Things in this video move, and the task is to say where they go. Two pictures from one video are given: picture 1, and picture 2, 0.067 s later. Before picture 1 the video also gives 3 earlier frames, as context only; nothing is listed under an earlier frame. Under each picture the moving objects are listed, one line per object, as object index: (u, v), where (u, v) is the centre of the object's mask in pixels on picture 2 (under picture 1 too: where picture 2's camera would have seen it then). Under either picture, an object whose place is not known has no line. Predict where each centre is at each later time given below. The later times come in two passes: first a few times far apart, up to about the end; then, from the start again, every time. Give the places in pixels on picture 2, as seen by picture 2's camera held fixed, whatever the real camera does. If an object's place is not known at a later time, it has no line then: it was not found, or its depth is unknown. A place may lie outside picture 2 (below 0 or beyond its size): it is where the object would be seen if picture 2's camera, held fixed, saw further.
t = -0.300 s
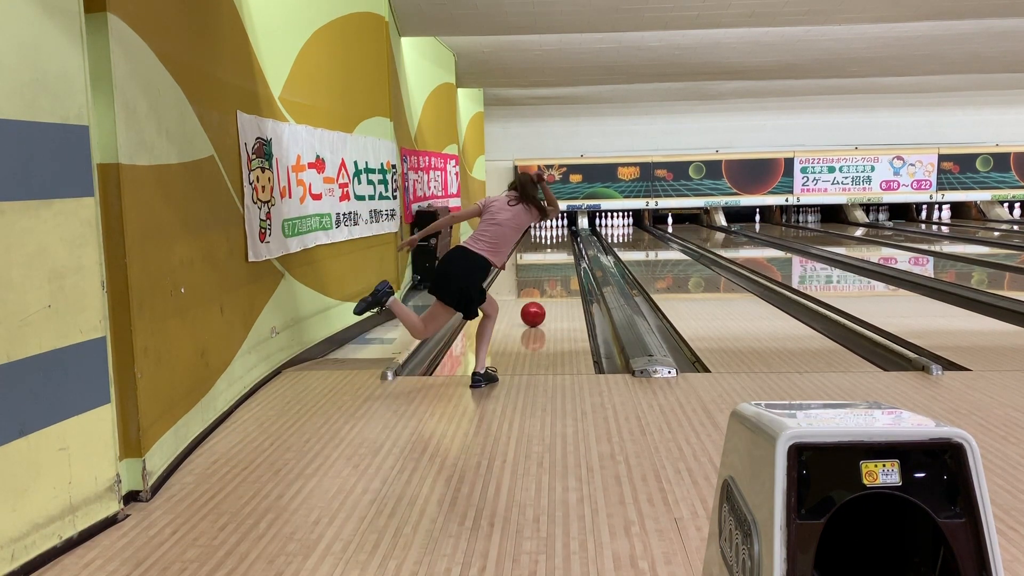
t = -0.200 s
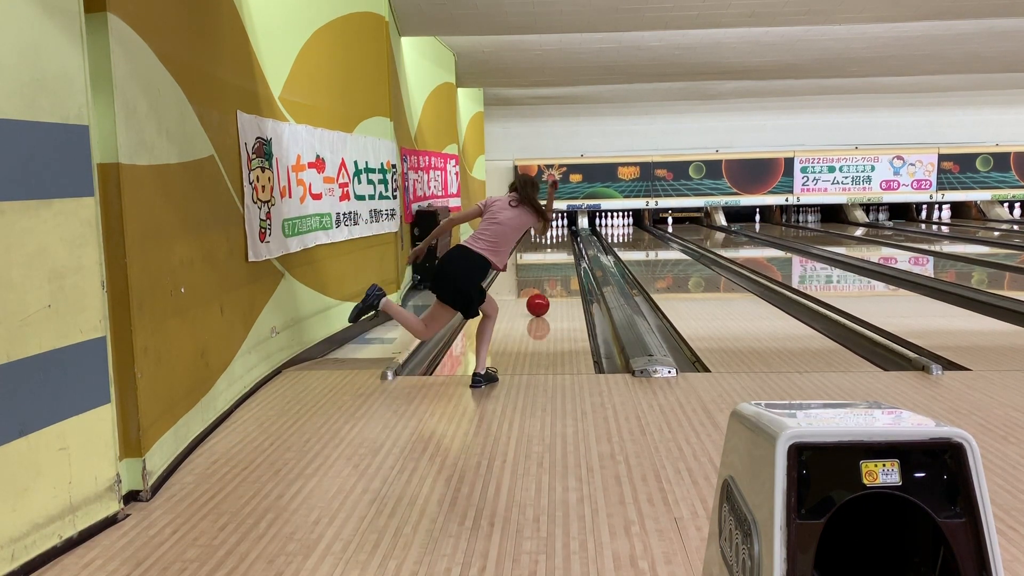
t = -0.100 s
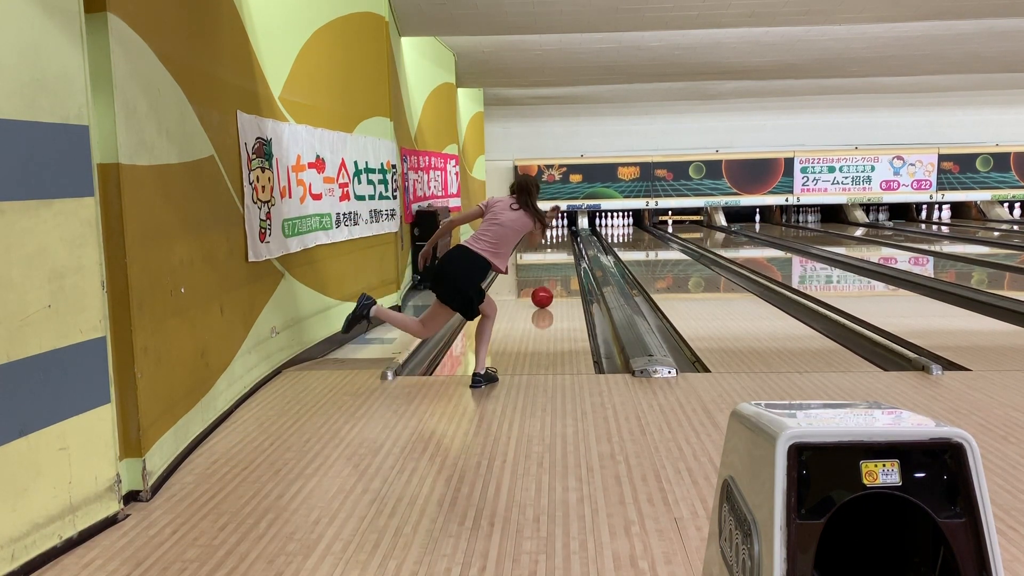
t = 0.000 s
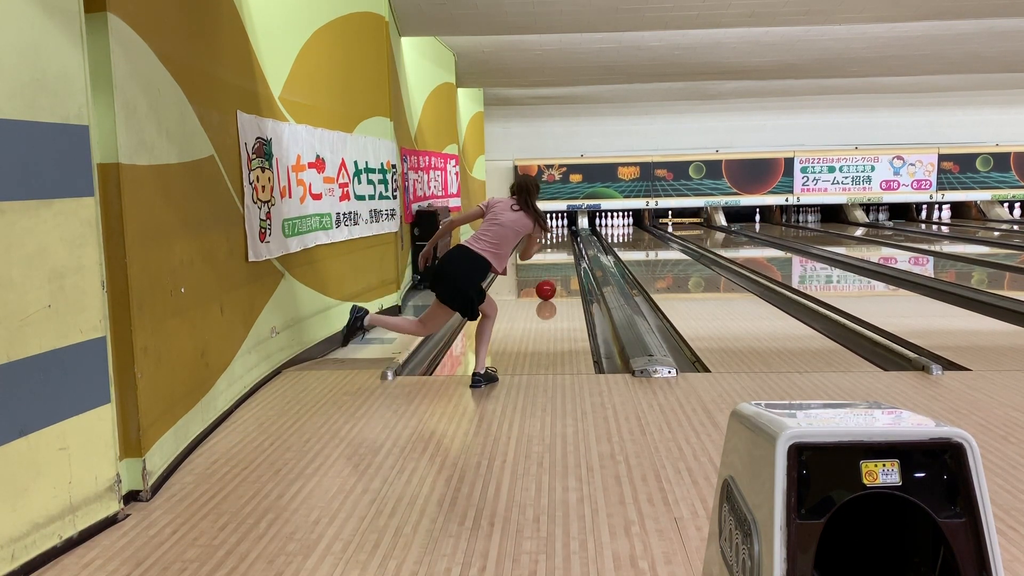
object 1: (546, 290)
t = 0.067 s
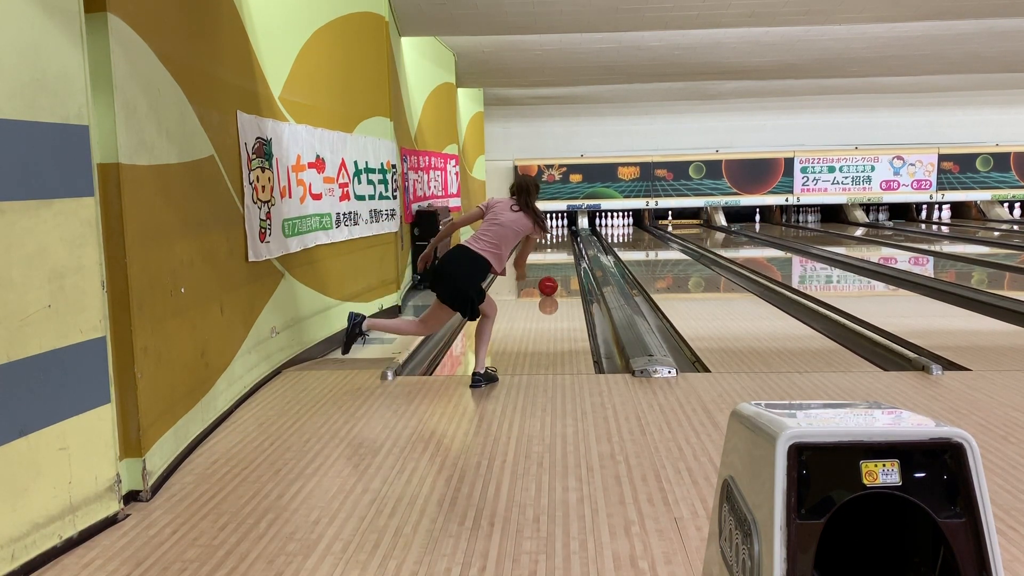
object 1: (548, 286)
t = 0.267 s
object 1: (553, 275)
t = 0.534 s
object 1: (559, 264)
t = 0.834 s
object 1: (563, 255)
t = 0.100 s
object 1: (549, 284)
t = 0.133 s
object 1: (550, 282)
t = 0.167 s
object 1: (551, 280)
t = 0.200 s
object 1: (552, 279)
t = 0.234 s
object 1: (552, 277)
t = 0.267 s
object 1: (553, 275)
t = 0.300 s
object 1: (554, 274)
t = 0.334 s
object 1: (555, 272)
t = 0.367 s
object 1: (556, 271)
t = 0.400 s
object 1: (556, 270)
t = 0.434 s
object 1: (557, 268)
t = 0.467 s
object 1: (557, 267)
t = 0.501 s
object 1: (558, 266)
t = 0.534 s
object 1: (559, 264)
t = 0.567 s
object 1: (559, 263)
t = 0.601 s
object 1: (560, 262)
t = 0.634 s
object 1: (560, 261)
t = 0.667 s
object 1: (561, 260)
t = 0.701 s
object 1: (561, 259)
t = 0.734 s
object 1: (562, 257)
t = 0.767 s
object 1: (562, 257)
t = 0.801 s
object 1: (563, 255)
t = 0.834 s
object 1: (563, 255)
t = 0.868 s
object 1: (563, 254)
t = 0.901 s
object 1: (564, 253)
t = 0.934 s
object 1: (564, 252)
